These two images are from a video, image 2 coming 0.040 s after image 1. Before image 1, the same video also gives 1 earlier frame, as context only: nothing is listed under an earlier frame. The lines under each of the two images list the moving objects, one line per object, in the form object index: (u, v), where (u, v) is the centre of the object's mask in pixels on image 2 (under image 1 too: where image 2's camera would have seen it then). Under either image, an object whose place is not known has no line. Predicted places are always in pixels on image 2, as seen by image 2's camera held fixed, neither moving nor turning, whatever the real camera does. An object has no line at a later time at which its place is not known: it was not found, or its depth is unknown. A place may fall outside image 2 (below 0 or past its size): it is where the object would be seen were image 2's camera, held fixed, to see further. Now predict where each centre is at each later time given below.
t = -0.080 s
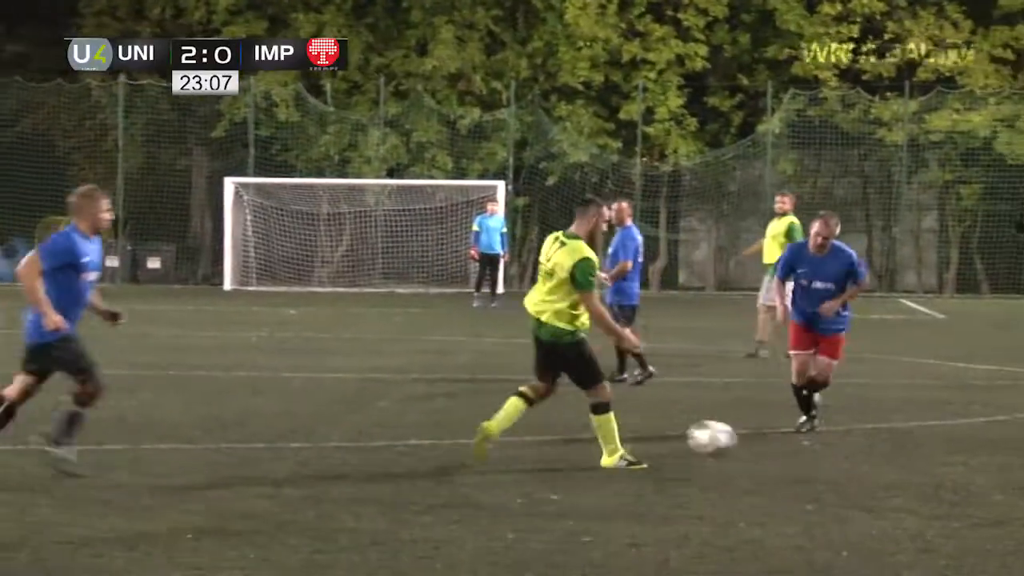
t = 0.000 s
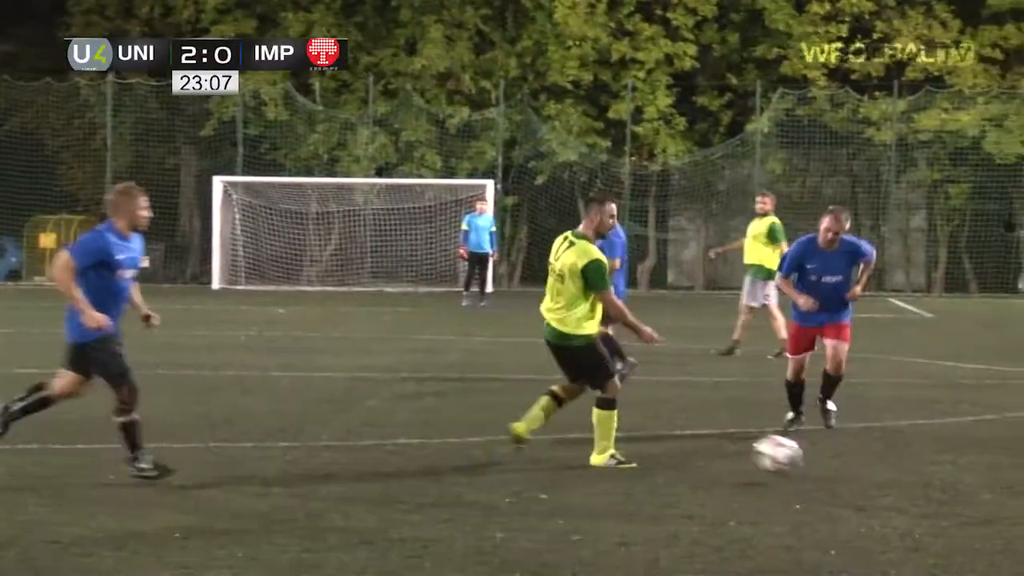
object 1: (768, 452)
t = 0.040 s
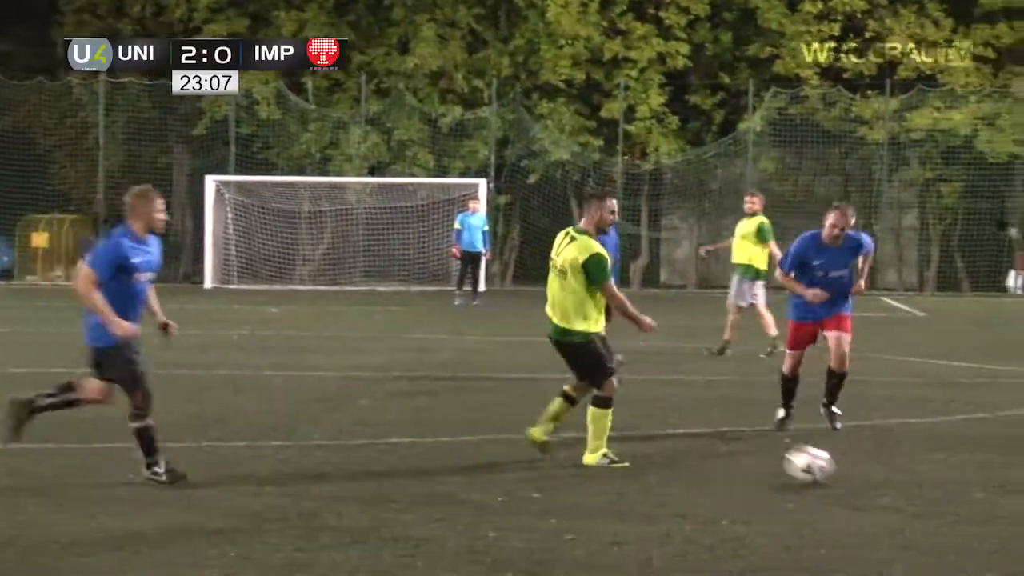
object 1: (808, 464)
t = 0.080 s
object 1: (844, 463)
